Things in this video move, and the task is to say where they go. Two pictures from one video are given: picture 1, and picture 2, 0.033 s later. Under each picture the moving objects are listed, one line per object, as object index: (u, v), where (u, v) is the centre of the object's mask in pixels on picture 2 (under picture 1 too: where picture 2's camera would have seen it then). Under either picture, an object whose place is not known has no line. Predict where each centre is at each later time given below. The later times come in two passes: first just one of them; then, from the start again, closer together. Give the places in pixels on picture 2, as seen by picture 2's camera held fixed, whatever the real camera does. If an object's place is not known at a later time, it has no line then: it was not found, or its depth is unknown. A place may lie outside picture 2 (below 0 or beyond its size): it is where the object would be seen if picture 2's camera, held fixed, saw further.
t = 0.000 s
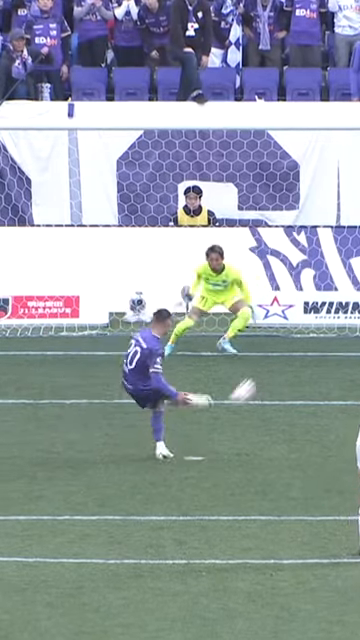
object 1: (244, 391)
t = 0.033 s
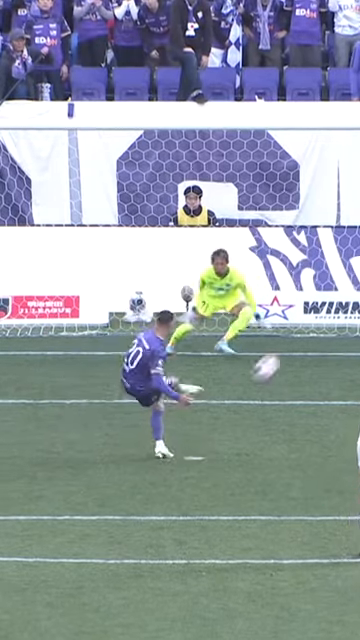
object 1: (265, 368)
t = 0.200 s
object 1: (352, 277)
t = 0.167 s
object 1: (332, 294)
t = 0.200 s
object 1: (352, 277)
